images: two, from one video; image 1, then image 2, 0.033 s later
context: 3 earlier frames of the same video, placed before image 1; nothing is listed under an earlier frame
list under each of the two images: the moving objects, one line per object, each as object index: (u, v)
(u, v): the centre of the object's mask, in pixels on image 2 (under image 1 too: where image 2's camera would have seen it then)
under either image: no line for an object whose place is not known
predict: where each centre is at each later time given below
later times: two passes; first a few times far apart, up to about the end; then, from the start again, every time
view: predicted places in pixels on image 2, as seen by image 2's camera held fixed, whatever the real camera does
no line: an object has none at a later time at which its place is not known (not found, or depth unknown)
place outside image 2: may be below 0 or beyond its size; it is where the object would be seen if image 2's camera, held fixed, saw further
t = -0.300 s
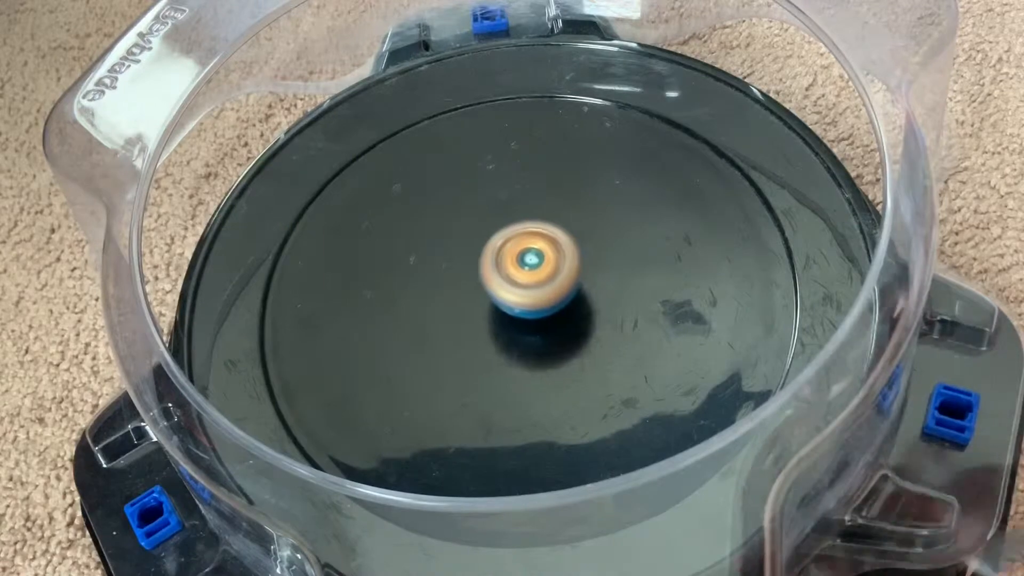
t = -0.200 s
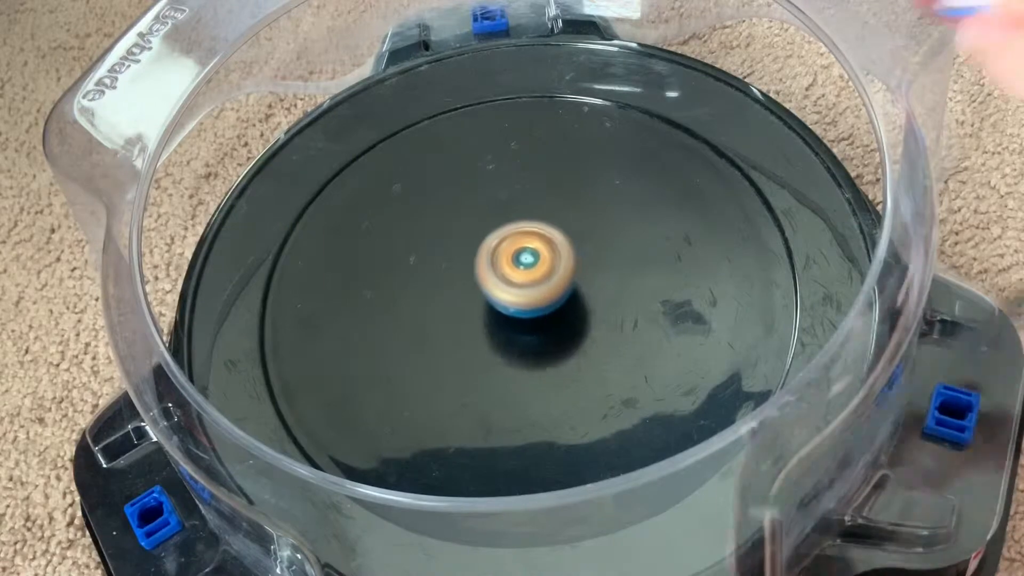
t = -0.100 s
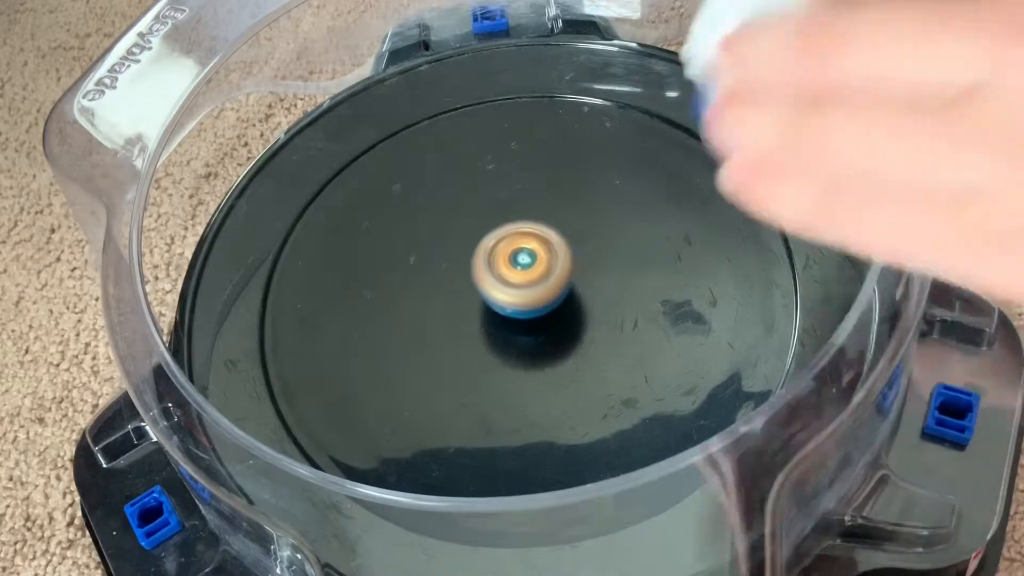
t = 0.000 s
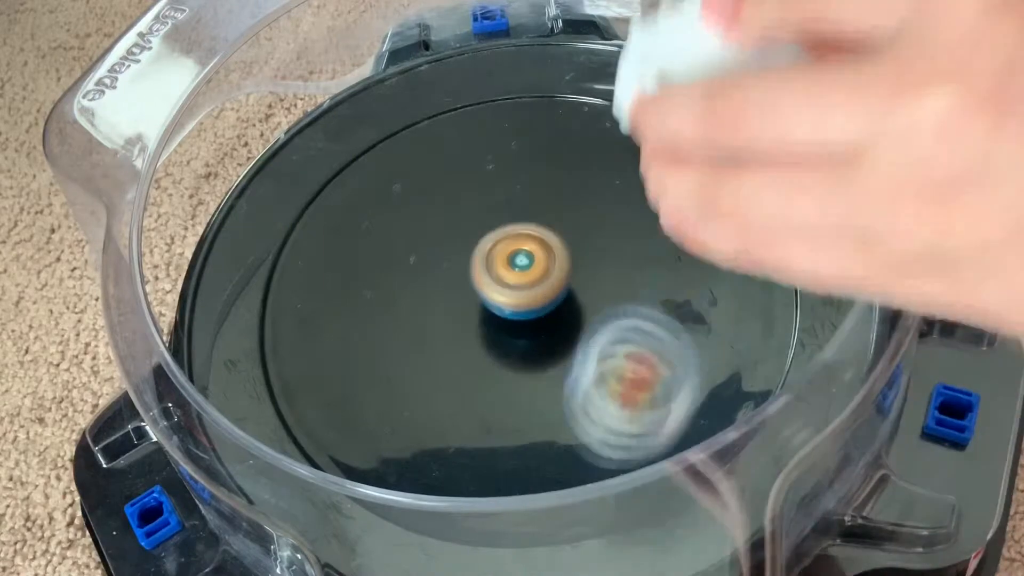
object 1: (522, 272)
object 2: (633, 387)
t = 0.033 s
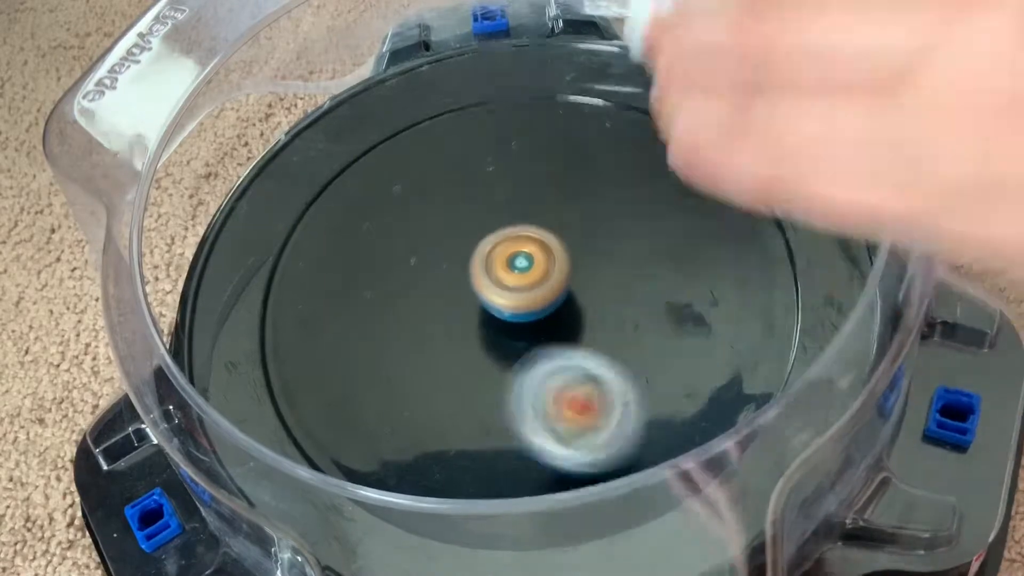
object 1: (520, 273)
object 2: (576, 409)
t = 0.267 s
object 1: (510, 285)
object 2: (285, 311)
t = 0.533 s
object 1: (503, 298)
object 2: (401, 249)
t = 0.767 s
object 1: (630, 412)
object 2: (416, 176)
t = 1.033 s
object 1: (527, 435)
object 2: (467, 271)
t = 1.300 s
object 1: (504, 348)
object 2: (612, 220)
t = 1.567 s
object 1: (558, 274)
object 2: (503, 134)
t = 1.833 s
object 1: (611, 234)
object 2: (400, 329)
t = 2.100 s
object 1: (626, 232)
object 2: (680, 396)
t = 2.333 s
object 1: (592, 247)
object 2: (748, 192)
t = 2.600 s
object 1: (525, 250)
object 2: (472, 155)
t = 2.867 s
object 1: (476, 244)
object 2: (341, 367)
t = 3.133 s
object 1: (450, 252)
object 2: (582, 447)
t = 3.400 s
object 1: (446, 278)
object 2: (665, 225)
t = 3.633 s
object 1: (459, 306)
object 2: (469, 141)
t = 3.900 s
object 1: (486, 331)
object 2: (300, 273)
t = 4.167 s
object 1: (530, 333)
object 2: (482, 435)
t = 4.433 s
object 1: (589, 322)
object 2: (706, 311)
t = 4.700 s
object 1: (610, 318)
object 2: (577, 148)
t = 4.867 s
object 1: (600, 306)
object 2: (433, 169)
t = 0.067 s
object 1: (520, 275)
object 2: (514, 391)
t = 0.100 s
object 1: (519, 277)
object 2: (455, 388)
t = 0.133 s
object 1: (520, 278)
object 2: (403, 392)
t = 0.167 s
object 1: (519, 280)
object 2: (360, 372)
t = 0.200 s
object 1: (516, 283)
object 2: (326, 353)
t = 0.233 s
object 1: (513, 284)
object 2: (301, 332)
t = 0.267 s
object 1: (510, 285)
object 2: (285, 311)
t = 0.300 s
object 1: (507, 286)
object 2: (278, 294)
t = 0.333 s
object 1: (503, 288)
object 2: (279, 277)
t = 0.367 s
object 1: (500, 289)
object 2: (286, 265)
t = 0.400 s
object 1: (498, 289)
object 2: (301, 256)
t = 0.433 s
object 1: (497, 290)
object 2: (322, 251)
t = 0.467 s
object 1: (496, 291)
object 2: (347, 249)
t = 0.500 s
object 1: (496, 291)
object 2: (377, 251)
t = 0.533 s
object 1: (503, 298)
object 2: (401, 249)
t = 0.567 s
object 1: (536, 322)
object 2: (397, 224)
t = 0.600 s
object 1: (567, 344)
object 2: (396, 204)
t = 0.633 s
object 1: (592, 362)
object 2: (398, 189)
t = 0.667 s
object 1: (612, 378)
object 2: (401, 179)
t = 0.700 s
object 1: (624, 391)
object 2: (405, 174)
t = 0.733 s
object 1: (631, 402)
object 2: (410, 173)
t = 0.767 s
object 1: (630, 412)
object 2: (416, 176)
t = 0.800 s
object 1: (624, 420)
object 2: (422, 183)
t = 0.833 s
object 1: (613, 427)
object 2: (427, 194)
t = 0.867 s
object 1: (600, 432)
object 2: (432, 207)
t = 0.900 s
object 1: (585, 436)
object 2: (437, 221)
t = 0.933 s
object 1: (568, 440)
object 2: (442, 236)
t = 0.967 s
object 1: (553, 441)
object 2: (446, 250)
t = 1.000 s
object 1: (539, 440)
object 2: (453, 261)
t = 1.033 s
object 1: (527, 435)
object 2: (467, 271)
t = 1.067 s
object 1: (518, 428)
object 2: (484, 278)
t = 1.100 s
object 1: (511, 419)
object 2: (504, 281)
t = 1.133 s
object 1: (505, 408)
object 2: (525, 280)
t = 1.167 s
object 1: (502, 397)
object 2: (548, 275)
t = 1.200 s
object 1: (500, 385)
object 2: (569, 265)
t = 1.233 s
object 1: (500, 373)
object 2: (588, 253)
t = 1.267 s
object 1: (501, 360)
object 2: (602, 237)
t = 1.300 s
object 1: (504, 348)
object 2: (612, 220)
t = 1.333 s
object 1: (508, 337)
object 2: (616, 203)
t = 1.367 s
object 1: (513, 326)
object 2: (615, 185)
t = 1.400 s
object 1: (519, 316)
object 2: (608, 169)
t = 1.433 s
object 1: (527, 306)
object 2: (596, 154)
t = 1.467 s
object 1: (535, 298)
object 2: (578, 143)
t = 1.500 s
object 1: (543, 290)
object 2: (557, 135)
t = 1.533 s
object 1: (551, 282)
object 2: (531, 132)
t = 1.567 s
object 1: (558, 274)
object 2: (503, 134)
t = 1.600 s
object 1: (566, 267)
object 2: (475, 144)
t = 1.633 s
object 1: (573, 260)
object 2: (449, 159)
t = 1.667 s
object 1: (580, 254)
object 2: (426, 180)
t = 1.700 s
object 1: (587, 249)
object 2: (408, 205)
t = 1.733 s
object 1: (593, 244)
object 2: (395, 235)
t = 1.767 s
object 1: (599, 240)
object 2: (389, 266)
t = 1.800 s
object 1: (605, 237)
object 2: (390, 298)
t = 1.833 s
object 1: (611, 234)
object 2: (400, 329)
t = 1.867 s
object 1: (616, 232)
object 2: (417, 357)
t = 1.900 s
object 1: (620, 231)
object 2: (442, 382)
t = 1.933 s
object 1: (623, 230)
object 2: (473, 402)
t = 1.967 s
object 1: (625, 229)
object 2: (511, 416)
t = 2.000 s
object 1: (627, 229)
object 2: (554, 424)
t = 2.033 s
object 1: (627, 230)
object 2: (597, 423)
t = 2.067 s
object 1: (627, 231)
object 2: (640, 413)
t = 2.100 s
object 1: (626, 232)
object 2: (680, 396)
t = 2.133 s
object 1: (624, 234)
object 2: (715, 374)
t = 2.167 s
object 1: (621, 236)
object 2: (744, 347)
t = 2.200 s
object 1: (618, 238)
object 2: (765, 316)
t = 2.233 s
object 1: (613, 241)
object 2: (776, 282)
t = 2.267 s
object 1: (606, 244)
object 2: (775, 249)
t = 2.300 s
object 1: (600, 245)
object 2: (766, 219)
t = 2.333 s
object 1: (592, 247)
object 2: (748, 192)
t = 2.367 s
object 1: (585, 249)
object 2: (723, 170)
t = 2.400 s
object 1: (576, 250)
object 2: (694, 153)
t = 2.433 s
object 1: (568, 251)
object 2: (658, 140)
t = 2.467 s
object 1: (559, 251)
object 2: (623, 135)
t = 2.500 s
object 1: (551, 251)
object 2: (584, 131)
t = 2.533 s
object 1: (542, 251)
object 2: (546, 135)
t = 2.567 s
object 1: (534, 251)
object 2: (508, 143)
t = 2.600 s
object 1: (525, 250)
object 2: (472, 155)
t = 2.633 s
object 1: (517, 249)
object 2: (440, 172)
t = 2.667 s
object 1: (510, 248)
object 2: (410, 192)
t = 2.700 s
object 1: (503, 247)
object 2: (384, 216)
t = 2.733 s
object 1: (497, 246)
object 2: (364, 242)
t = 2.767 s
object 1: (492, 245)
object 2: (348, 271)
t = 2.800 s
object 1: (487, 245)
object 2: (340, 302)
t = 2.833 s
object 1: (481, 244)
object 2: (337, 334)
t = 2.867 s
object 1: (476, 244)
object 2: (341, 367)
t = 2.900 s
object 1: (471, 244)
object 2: (351, 396)
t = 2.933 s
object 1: (467, 244)
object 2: (369, 423)
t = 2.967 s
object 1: (463, 245)
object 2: (395, 441)
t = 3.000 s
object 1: (460, 246)
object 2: (427, 454)
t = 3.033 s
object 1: (457, 247)
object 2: (463, 460)
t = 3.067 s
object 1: (454, 248)
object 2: (502, 461)
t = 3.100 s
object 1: (452, 250)
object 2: (543, 458)
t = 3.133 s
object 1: (450, 252)
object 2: (582, 447)
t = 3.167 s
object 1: (448, 254)
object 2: (619, 430)
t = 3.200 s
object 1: (447, 257)
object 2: (651, 408)
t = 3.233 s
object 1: (447, 260)
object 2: (673, 381)
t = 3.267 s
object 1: (446, 263)
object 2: (686, 348)
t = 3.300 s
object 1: (446, 266)
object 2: (691, 314)
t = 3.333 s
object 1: (446, 270)
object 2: (691, 283)
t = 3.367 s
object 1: (446, 273)
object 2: (681, 253)
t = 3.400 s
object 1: (446, 278)
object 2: (665, 225)
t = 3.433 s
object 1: (447, 282)
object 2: (644, 201)
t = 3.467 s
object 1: (449, 286)
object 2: (619, 181)
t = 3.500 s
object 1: (450, 290)
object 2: (592, 165)
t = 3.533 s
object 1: (452, 294)
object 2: (563, 153)
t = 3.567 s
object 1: (454, 298)
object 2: (532, 144)
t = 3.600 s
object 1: (456, 302)
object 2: (501, 140)
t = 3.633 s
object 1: (459, 306)
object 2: (469, 141)
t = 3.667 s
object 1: (462, 309)
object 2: (437, 144)
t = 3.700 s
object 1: (465, 313)
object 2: (407, 152)
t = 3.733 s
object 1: (468, 316)
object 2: (379, 163)
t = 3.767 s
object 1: (471, 319)
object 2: (353, 179)
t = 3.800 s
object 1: (475, 322)
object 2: (332, 198)
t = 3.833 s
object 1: (478, 325)
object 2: (315, 221)
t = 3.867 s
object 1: (482, 328)
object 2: (305, 246)
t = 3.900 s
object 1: (486, 331)
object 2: (300, 273)
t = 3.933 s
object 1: (490, 334)
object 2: (302, 301)
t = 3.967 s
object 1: (494, 337)
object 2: (311, 328)
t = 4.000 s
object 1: (498, 339)
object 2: (327, 355)
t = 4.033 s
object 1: (502, 341)
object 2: (351, 378)
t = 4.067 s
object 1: (507, 342)
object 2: (382, 396)
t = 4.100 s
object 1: (511, 343)
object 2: (418, 409)
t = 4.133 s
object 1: (520, 338)
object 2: (451, 420)
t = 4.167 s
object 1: (530, 333)
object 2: (482, 435)
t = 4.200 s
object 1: (539, 327)
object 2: (517, 440)
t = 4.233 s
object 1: (548, 323)
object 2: (554, 437)
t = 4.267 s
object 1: (556, 322)
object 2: (590, 429)
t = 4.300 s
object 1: (564, 322)
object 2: (625, 415)
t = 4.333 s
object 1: (570, 321)
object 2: (654, 394)
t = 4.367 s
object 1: (576, 322)
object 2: (677, 370)
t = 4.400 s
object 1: (583, 322)
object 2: (695, 341)
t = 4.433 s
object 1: (589, 322)
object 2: (706, 311)
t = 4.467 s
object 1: (594, 322)
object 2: (709, 283)
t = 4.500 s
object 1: (598, 322)
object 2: (705, 254)
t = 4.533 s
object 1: (602, 321)
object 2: (693, 227)
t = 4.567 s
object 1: (606, 321)
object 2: (677, 205)
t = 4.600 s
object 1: (608, 320)
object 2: (656, 185)
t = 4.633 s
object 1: (609, 320)
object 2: (632, 169)
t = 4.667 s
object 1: (610, 319)
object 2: (605, 157)
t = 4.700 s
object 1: (610, 318)
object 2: (577, 148)
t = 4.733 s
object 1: (609, 316)
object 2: (547, 144)
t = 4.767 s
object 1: (608, 314)
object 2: (516, 145)
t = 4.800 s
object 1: (606, 312)
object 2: (487, 149)
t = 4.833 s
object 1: (603, 309)
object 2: (459, 157)
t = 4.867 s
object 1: (600, 306)
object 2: (433, 169)
